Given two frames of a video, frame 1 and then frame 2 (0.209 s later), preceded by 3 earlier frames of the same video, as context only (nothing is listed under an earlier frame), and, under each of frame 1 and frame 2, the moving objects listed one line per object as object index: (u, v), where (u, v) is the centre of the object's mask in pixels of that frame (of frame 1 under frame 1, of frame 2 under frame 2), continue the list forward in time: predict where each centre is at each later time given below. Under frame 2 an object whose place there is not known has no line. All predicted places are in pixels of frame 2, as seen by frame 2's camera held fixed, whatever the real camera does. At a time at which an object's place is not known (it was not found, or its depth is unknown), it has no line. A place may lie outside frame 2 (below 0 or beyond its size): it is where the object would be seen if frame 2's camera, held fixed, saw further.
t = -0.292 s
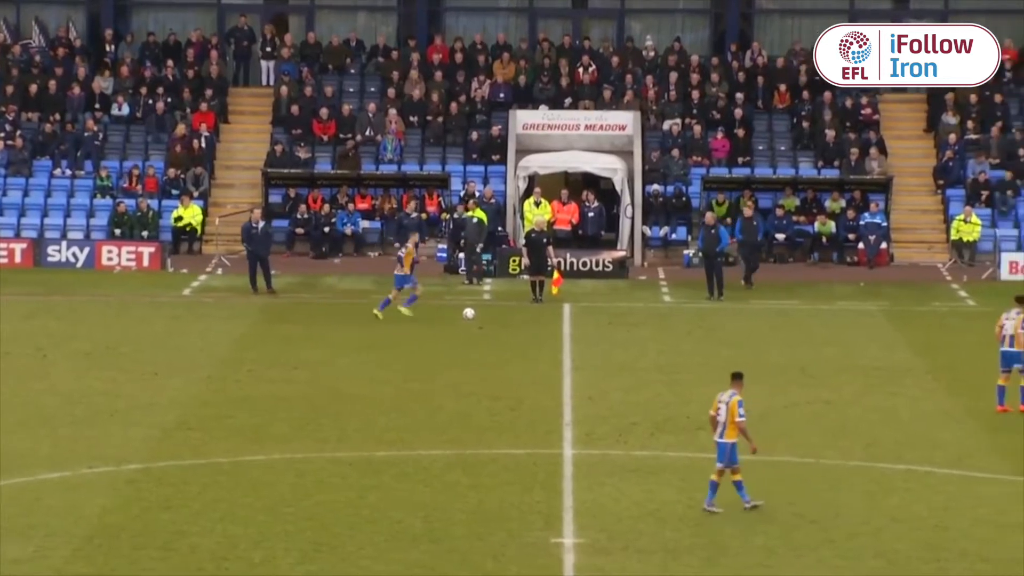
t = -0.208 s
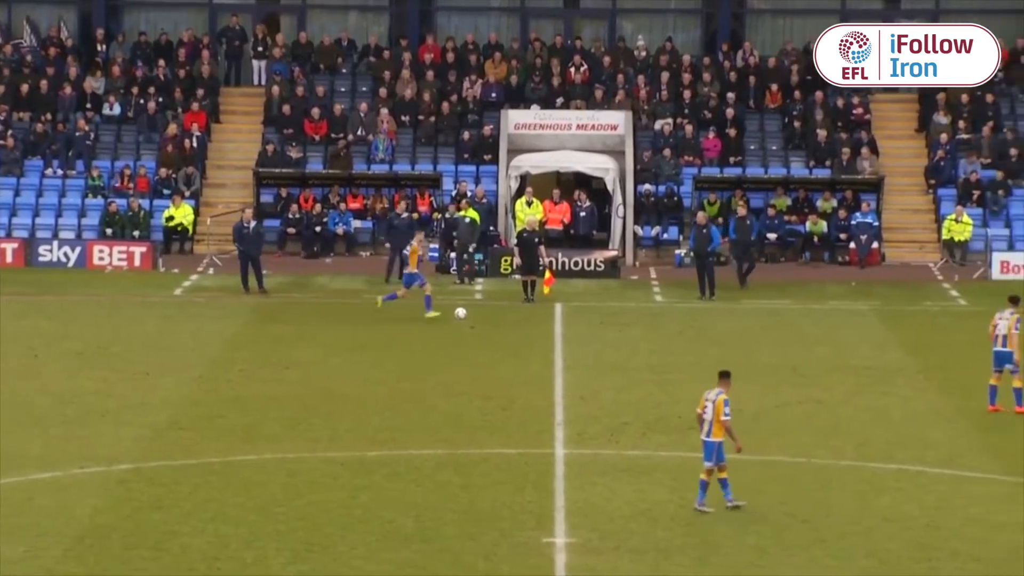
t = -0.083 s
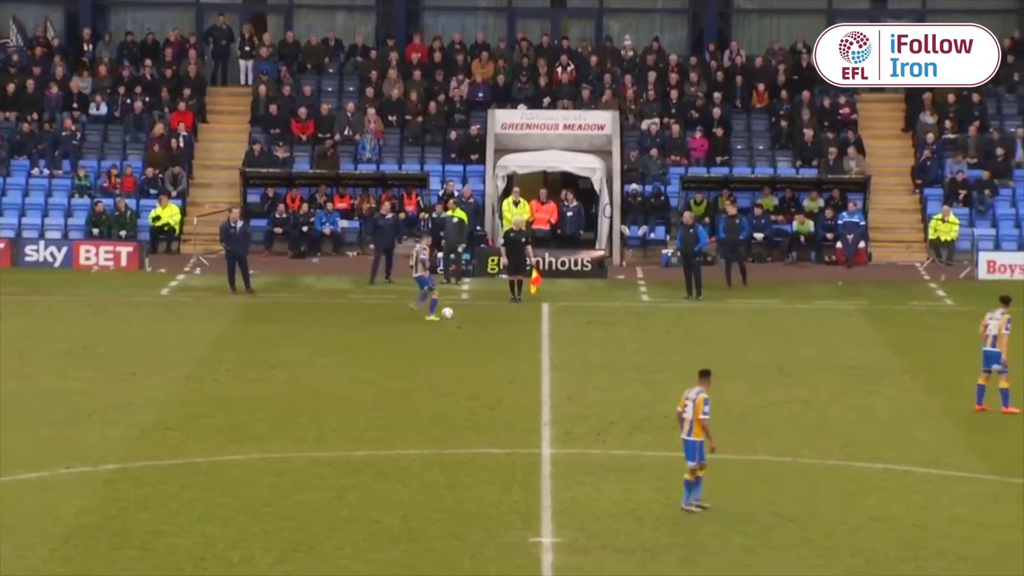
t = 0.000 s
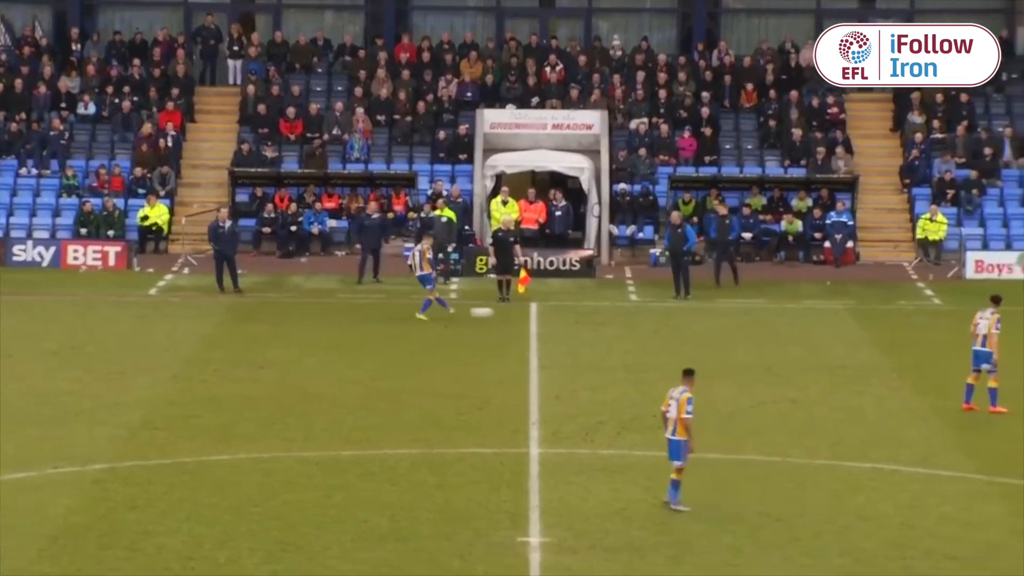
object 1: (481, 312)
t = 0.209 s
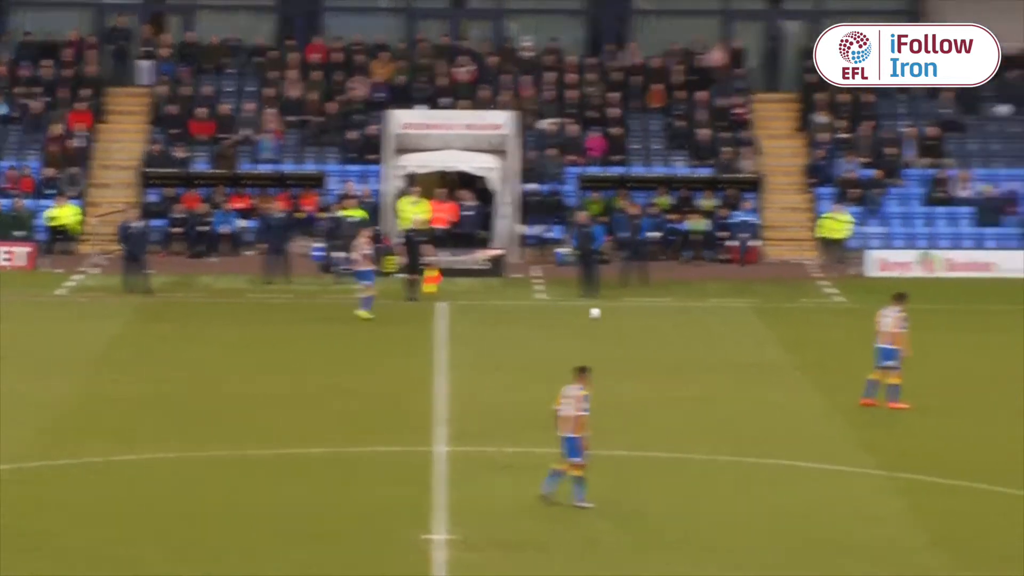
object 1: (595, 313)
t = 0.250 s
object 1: (633, 314)
